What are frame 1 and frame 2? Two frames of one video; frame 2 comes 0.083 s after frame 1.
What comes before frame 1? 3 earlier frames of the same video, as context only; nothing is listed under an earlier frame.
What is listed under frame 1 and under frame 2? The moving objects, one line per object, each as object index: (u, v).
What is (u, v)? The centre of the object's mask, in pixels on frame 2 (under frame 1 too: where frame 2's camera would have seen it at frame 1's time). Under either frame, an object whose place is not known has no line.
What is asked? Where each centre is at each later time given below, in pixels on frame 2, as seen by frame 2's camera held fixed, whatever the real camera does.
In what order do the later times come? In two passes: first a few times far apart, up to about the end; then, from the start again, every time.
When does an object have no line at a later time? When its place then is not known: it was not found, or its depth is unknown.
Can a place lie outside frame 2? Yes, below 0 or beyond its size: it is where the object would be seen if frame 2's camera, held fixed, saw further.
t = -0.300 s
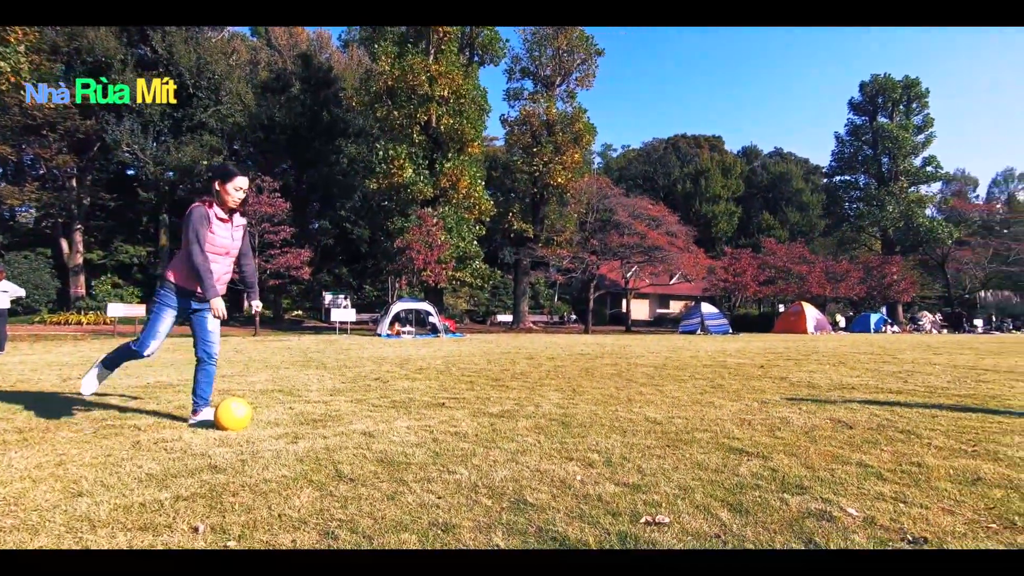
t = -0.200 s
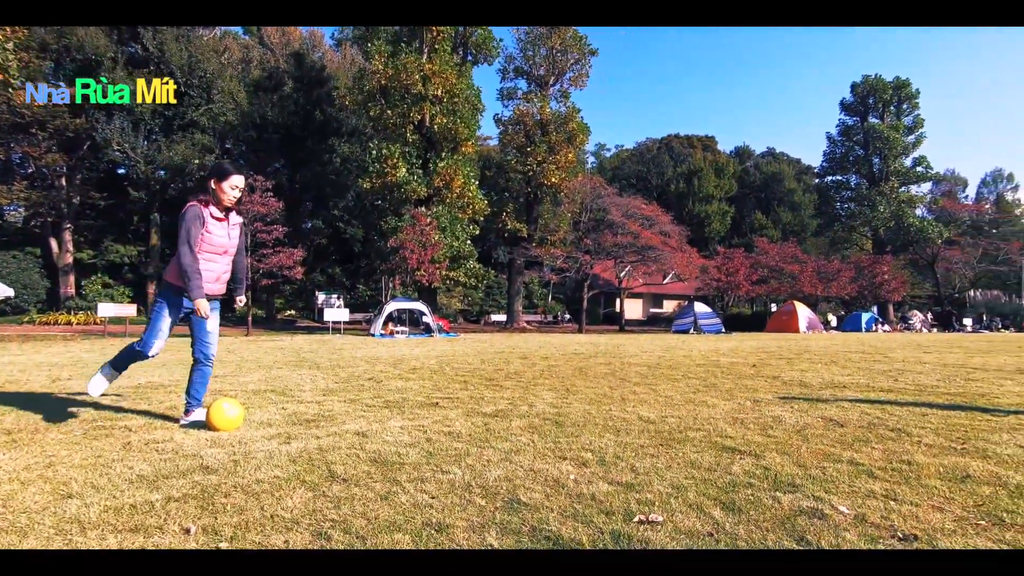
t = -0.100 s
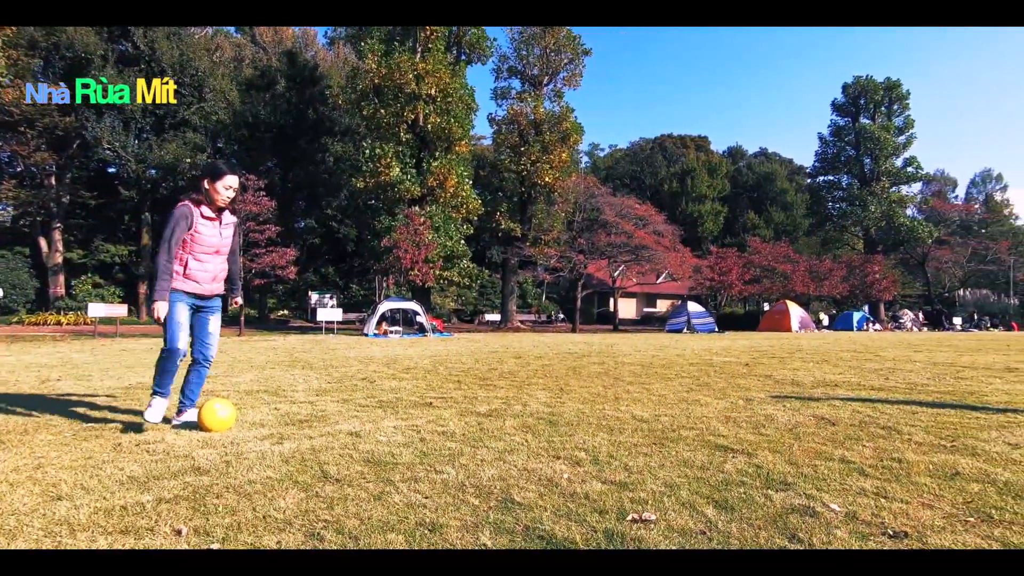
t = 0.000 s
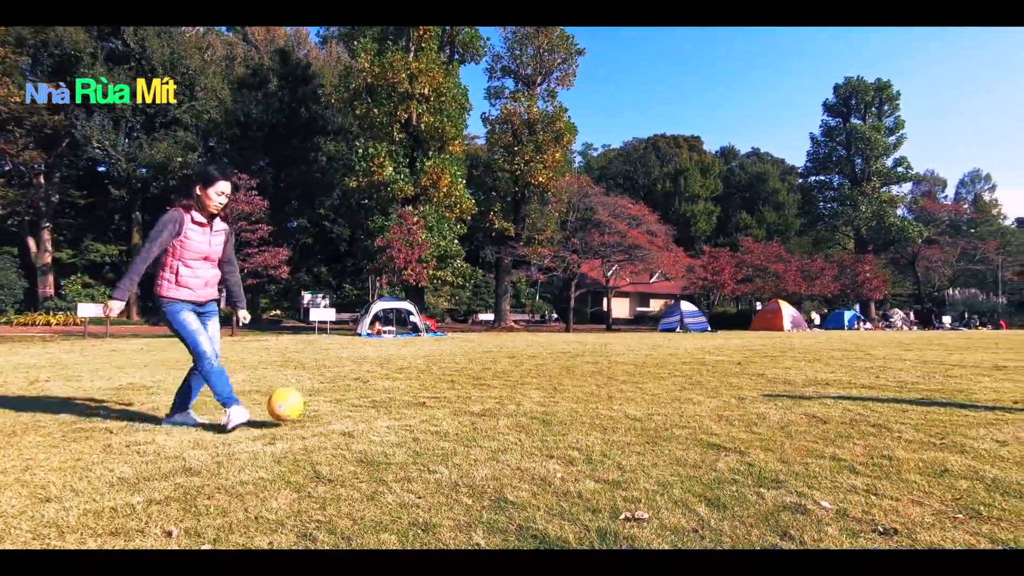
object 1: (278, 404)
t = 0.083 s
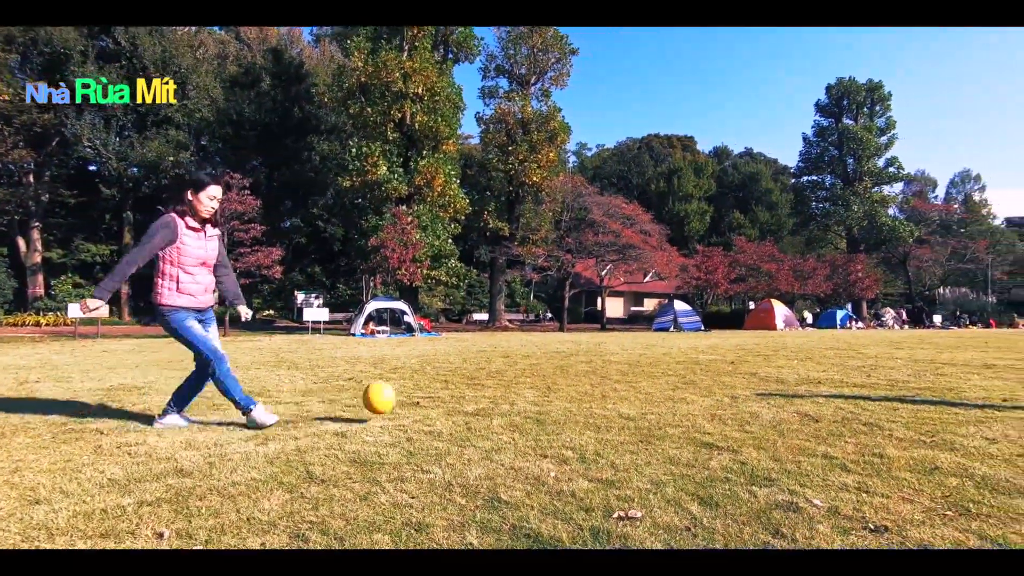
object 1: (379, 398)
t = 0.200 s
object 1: (507, 406)
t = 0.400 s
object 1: (646, 400)
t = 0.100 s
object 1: (398, 398)
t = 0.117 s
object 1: (417, 398)
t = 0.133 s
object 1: (436, 399)
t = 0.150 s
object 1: (454, 400)
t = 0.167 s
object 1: (472, 403)
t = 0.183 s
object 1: (490, 405)
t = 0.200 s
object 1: (507, 406)
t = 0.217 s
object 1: (521, 406)
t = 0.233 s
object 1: (533, 404)
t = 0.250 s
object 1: (545, 402)
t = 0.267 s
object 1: (556, 400)
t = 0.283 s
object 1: (568, 398)
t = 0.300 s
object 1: (580, 397)
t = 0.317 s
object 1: (591, 397)
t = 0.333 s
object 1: (603, 397)
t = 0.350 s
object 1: (614, 397)
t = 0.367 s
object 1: (625, 398)
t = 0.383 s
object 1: (636, 400)
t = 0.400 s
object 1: (646, 400)
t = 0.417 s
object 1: (655, 400)
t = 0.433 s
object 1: (663, 399)
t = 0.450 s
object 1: (670, 398)
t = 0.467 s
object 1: (677, 396)
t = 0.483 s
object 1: (685, 395)
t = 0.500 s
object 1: (692, 395)
